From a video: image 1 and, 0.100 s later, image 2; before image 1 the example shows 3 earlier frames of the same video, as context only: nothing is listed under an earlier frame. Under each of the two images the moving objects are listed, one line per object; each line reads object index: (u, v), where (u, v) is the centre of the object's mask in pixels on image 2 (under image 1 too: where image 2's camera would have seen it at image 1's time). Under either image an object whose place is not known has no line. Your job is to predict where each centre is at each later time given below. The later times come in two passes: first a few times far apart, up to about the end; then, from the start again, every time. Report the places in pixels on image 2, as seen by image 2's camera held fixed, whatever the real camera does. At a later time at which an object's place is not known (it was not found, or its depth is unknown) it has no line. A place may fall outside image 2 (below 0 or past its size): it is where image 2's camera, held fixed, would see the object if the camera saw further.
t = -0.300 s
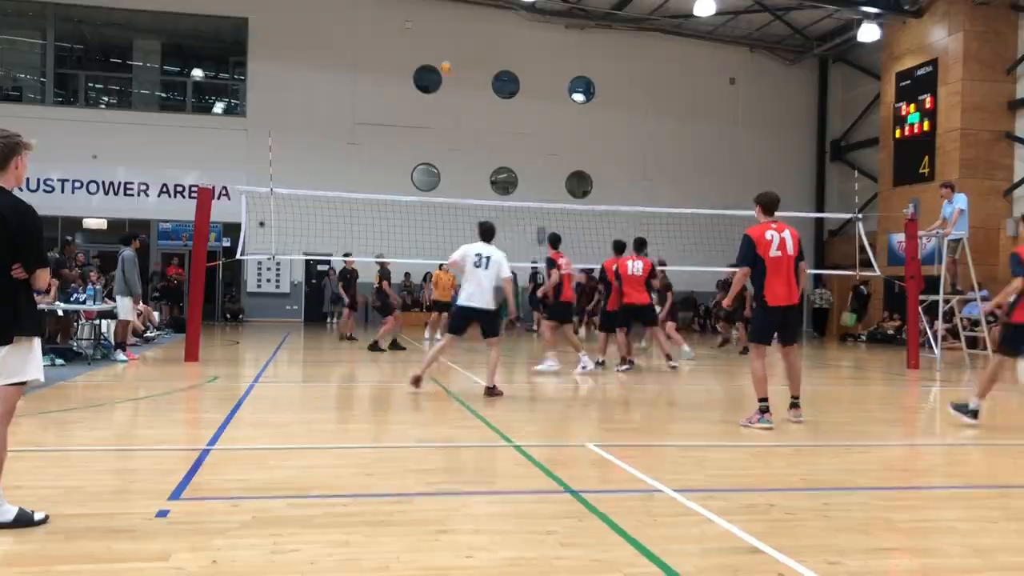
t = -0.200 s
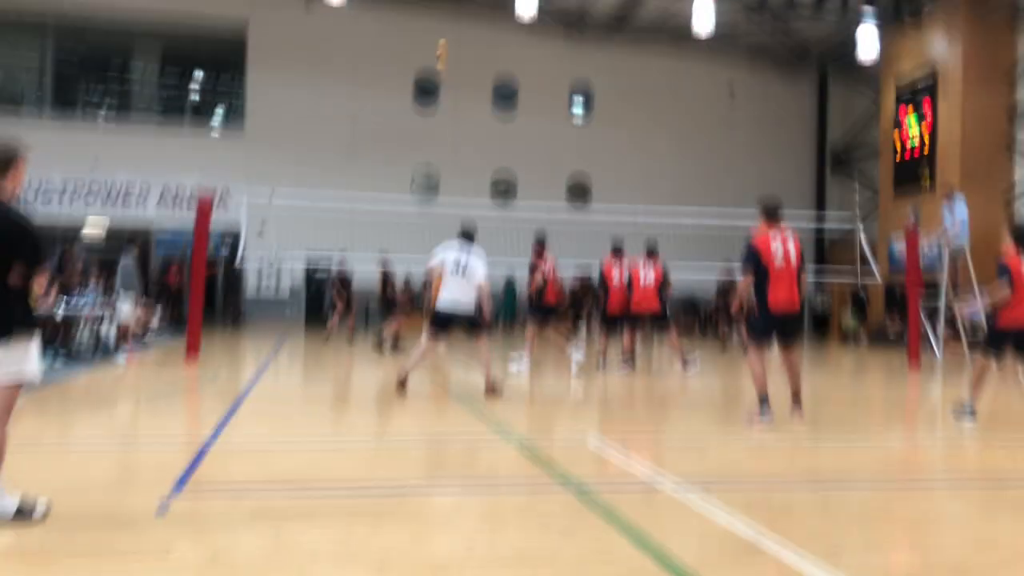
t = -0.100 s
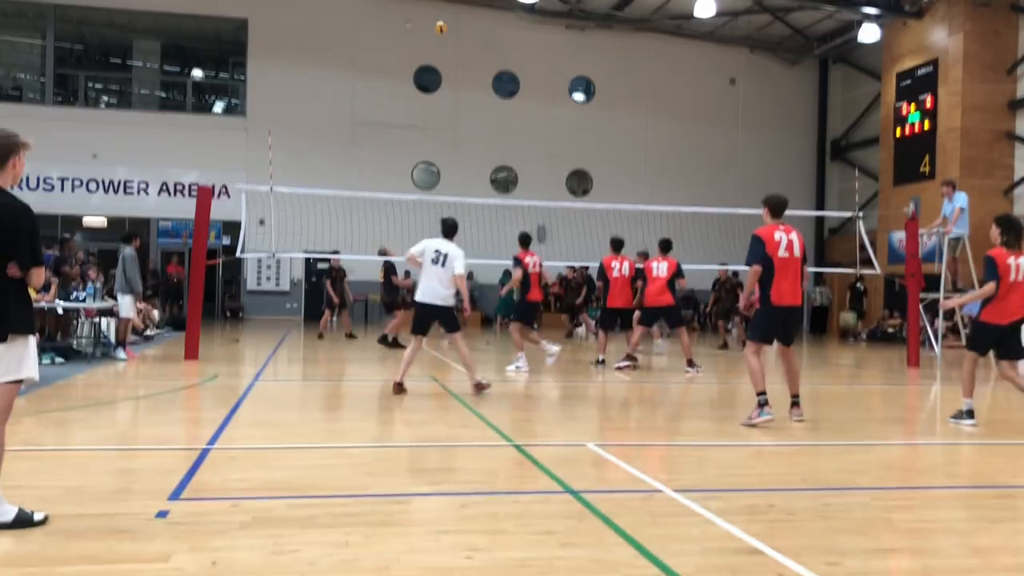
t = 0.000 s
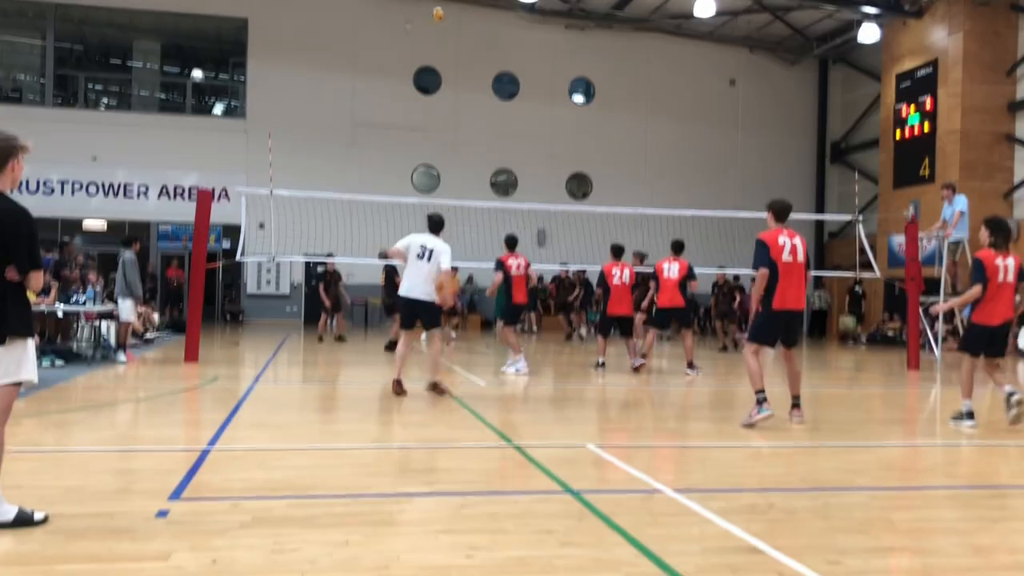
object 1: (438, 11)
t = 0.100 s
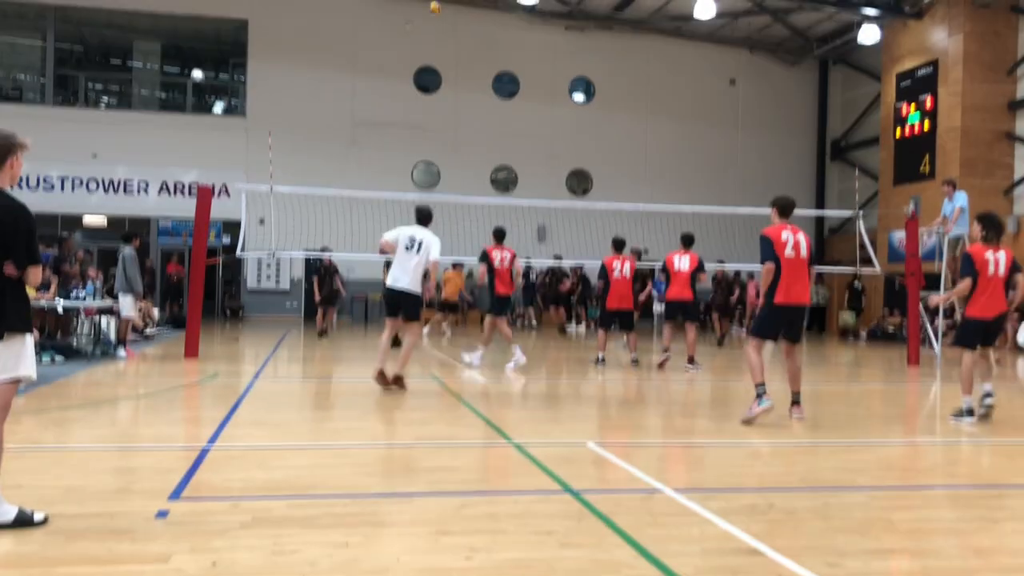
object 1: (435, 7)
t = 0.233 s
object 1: (431, 2)
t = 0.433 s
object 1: (424, 15)
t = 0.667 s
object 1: (416, 57)
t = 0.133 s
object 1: (434, 5)
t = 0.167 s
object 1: (433, 3)
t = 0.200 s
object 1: (432, 2)
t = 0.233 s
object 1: (431, 2)
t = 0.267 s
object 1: (430, 4)
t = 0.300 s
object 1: (429, 4)
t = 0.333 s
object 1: (427, 5)
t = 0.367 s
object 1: (426, 8)
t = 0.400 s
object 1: (425, 12)
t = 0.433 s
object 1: (424, 15)
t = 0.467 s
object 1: (423, 19)
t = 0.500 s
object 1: (421, 24)
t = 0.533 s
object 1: (421, 29)
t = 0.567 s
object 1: (419, 36)
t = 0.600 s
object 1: (418, 43)
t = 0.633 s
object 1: (417, 49)
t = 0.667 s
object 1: (416, 57)
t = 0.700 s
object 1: (415, 65)
